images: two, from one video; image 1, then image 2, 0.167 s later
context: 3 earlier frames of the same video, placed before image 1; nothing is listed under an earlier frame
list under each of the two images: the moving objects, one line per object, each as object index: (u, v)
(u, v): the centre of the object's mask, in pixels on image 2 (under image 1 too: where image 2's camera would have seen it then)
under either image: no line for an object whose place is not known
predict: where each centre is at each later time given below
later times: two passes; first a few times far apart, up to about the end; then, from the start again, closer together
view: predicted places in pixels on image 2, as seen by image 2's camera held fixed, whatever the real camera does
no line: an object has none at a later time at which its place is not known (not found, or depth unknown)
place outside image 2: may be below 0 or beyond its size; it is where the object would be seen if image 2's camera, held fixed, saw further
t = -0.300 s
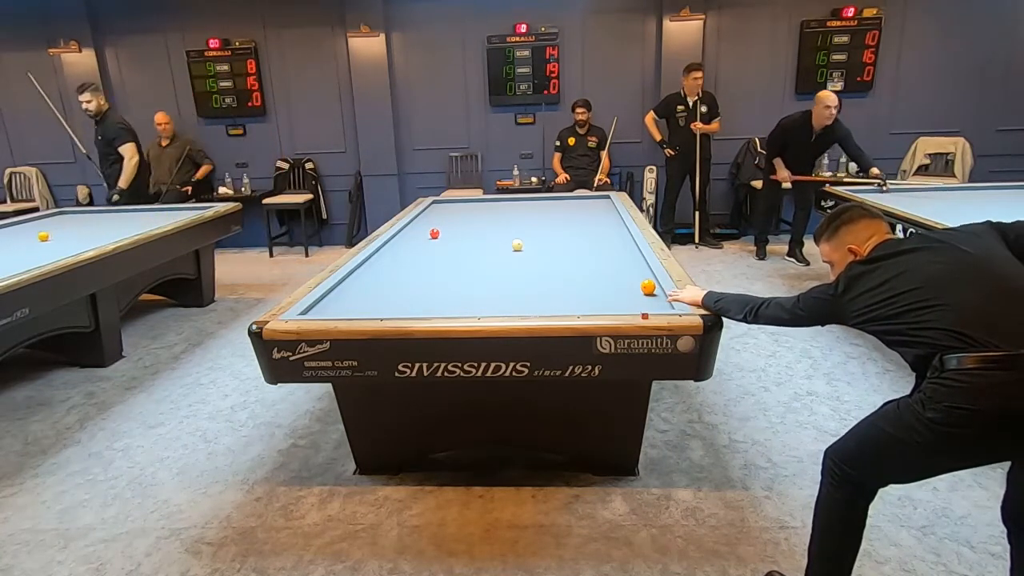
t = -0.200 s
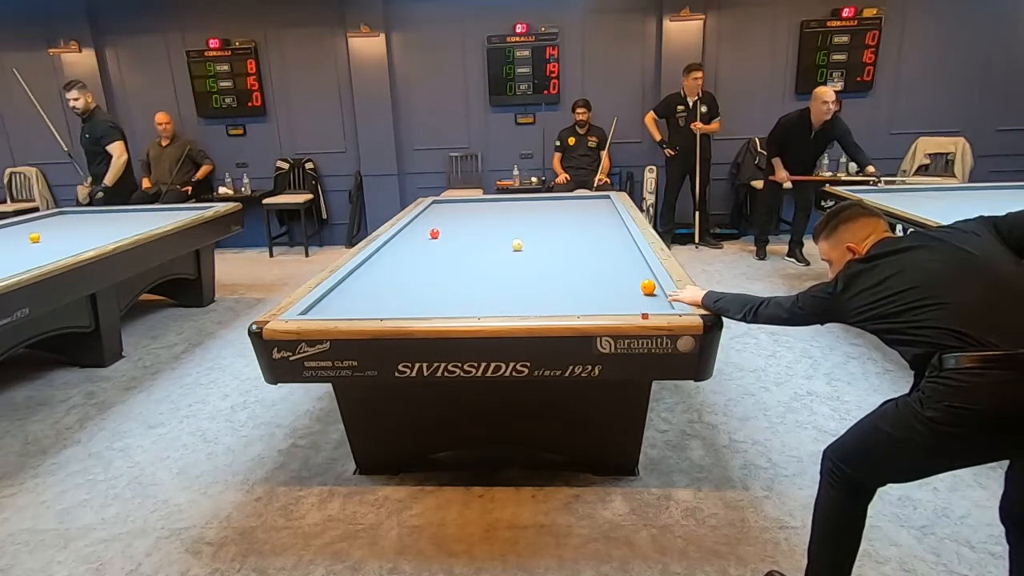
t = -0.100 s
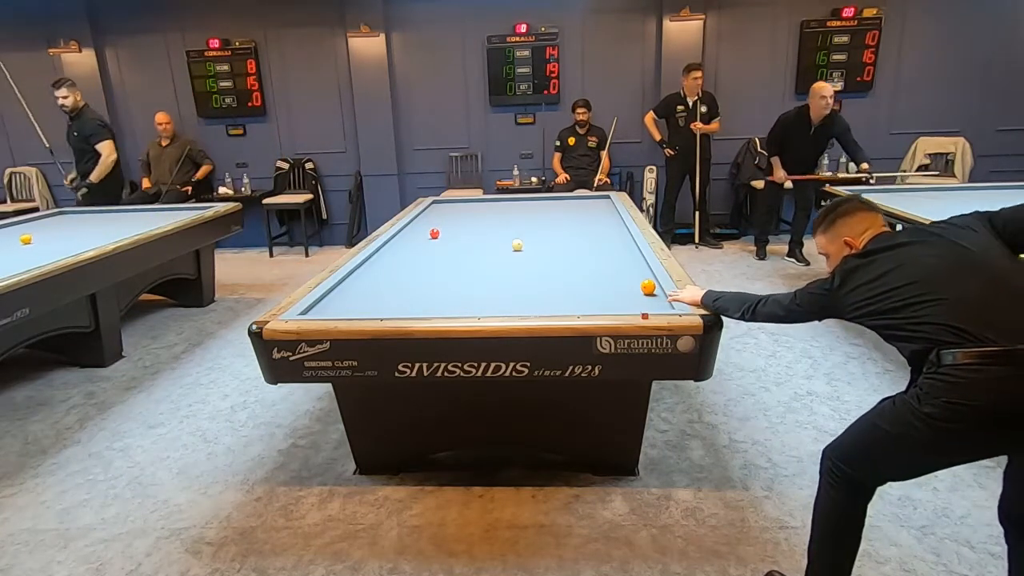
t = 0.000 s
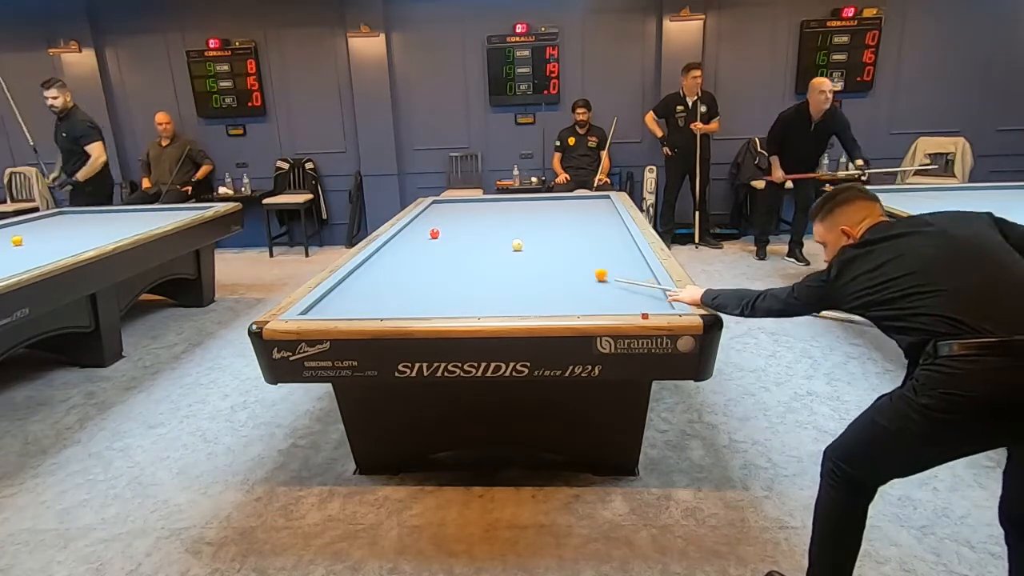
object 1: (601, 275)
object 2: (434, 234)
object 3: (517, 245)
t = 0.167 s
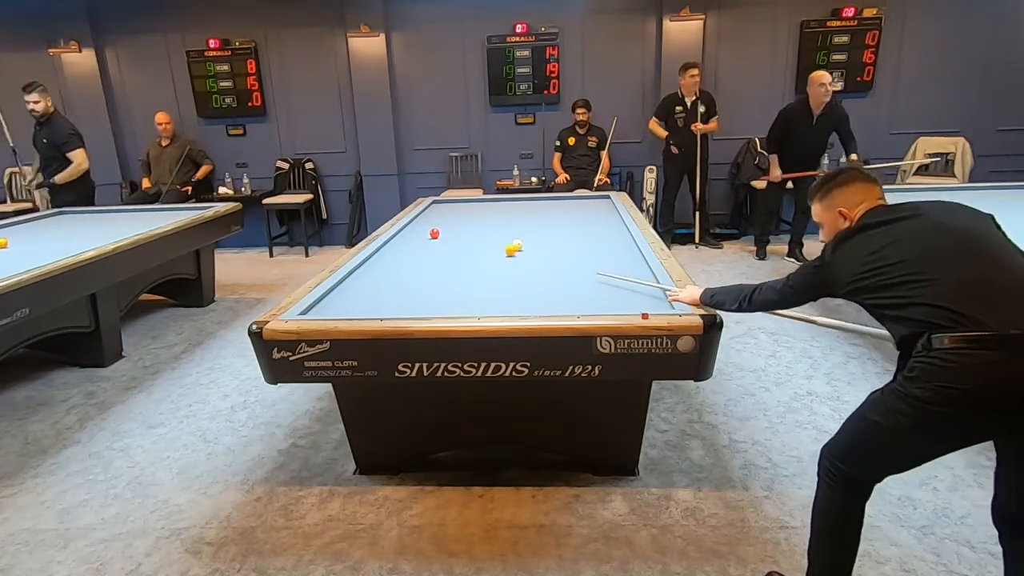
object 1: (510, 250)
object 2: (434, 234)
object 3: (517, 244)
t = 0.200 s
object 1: (496, 247)
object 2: (434, 234)
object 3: (517, 245)
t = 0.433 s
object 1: (451, 227)
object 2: (398, 234)
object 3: (517, 244)
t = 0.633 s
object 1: (458, 214)
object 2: (459, 230)
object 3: (517, 245)
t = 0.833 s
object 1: (456, 204)
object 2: (504, 227)
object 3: (517, 244)
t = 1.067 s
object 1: (431, 206)
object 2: (562, 224)
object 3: (517, 244)
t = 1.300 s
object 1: (447, 213)
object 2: (611, 221)
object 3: (517, 244)
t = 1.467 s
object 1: (459, 218)
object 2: (596, 221)
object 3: (517, 245)
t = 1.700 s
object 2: (565, 221)
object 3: (517, 245)
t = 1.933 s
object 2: (537, 221)
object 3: (517, 244)
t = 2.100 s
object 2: (518, 221)
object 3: (517, 245)
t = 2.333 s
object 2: (491, 221)
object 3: (517, 252)
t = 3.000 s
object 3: (516, 280)
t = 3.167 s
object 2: (416, 222)
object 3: (516, 287)
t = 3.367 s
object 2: (428, 222)
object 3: (516, 297)
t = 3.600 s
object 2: (442, 222)
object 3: (516, 307)
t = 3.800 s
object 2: (453, 221)
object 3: (517, 304)
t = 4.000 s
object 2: (465, 220)
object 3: (517, 299)
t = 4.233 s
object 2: (477, 220)
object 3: (518, 292)
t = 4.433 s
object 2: (487, 220)
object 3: (519, 287)
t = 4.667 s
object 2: (499, 219)
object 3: (520, 282)
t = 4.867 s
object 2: (508, 219)
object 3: (521, 277)
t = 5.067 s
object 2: (518, 218)
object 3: (521, 273)
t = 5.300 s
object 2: (529, 218)
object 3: (522, 269)
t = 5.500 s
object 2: (538, 217)
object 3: (522, 265)
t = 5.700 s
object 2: (546, 217)
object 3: (522, 262)
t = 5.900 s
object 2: (554, 217)
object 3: (523, 259)
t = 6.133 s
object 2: (564, 216)
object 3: (523, 255)
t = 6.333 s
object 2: (571, 216)
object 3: (524, 253)
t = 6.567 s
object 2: (580, 216)
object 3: (524, 250)
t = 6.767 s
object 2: (587, 216)
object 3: (524, 248)
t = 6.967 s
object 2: (593, 215)
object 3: (524, 246)
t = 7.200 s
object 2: (601, 215)
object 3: (525, 243)
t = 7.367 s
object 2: (606, 215)
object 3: (525, 242)
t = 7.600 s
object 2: (612, 215)
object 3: (525, 240)
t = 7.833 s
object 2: (614, 214)
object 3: (525, 238)
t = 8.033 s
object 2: (610, 214)
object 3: (525, 237)
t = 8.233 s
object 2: (608, 215)
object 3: (525, 236)
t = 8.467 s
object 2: (605, 214)
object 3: (525, 235)
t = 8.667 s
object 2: (603, 214)
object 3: (525, 233)
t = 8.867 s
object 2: (601, 214)
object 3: (525, 232)
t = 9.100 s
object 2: (600, 214)
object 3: (525, 231)
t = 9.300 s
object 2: (599, 214)
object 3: (525, 230)
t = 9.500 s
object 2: (598, 214)
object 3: (525, 229)
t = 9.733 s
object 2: (597, 214)
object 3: (525, 228)
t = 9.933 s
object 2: (597, 214)
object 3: (525, 228)
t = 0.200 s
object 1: (496, 247)
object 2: (434, 234)
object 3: (517, 245)
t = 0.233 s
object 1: (482, 243)
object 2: (434, 234)
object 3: (517, 244)
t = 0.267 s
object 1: (470, 240)
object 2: (434, 234)
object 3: (517, 245)
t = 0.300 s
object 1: (458, 237)
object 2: (434, 234)
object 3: (517, 244)
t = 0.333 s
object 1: (446, 234)
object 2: (433, 233)
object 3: (517, 244)
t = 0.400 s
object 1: (449, 229)
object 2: (409, 234)
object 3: (517, 244)
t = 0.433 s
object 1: (451, 227)
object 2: (398, 234)
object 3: (517, 244)
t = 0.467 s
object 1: (453, 224)
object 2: (409, 233)
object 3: (517, 244)
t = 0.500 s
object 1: (454, 222)
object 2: (420, 232)
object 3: (517, 244)
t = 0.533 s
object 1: (456, 220)
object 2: (430, 231)
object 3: (517, 245)
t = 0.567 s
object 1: (457, 218)
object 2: (440, 231)
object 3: (517, 245)
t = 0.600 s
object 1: (457, 216)
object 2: (449, 230)
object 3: (517, 245)
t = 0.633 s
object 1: (458, 214)
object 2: (459, 230)
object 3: (517, 245)
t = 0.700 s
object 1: (458, 210)
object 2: (476, 229)
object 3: (517, 244)
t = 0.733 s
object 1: (458, 209)
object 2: (480, 229)
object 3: (517, 244)
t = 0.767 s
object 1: (457, 207)
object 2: (492, 228)
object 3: (517, 245)
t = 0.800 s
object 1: (456, 205)
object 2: (500, 228)
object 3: (517, 245)
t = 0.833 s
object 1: (456, 204)
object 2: (504, 227)
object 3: (517, 244)
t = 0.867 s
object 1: (455, 202)
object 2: (516, 226)
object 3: (517, 245)
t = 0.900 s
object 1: (455, 201)
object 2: (523, 226)
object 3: (517, 244)
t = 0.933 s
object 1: (455, 201)
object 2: (527, 226)
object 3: (517, 245)
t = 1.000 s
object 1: (442, 202)
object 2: (543, 225)
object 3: (517, 244)
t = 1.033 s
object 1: (436, 204)
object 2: (551, 224)
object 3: (517, 245)
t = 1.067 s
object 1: (431, 206)
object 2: (562, 224)
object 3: (517, 244)
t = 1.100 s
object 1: (432, 206)
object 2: (566, 223)
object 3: (517, 244)
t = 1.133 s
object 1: (434, 208)
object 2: (573, 223)
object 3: (517, 245)
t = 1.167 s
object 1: (438, 209)
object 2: (585, 223)
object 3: (517, 245)
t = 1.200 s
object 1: (440, 210)
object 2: (588, 222)
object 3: (517, 245)
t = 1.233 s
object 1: (442, 211)
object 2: (596, 222)
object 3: (517, 245)
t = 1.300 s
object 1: (447, 213)
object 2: (611, 221)
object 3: (517, 244)
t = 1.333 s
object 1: (449, 214)
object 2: (619, 221)
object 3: (517, 244)
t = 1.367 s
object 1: (452, 215)
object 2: (614, 221)
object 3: (517, 245)
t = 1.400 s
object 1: (455, 216)
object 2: (608, 221)
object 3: (517, 245)
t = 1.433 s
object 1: (457, 217)
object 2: (602, 221)
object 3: (517, 245)
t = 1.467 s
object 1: (459, 218)
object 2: (596, 221)
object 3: (517, 245)
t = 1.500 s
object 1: (461, 219)
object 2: (591, 221)
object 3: (517, 245)
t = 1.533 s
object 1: (463, 220)
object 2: (586, 221)
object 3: (517, 245)
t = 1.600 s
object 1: (469, 222)
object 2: (577, 221)
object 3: (517, 245)
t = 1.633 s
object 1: (471, 223)
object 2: (573, 221)
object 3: (517, 245)
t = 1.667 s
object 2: (569, 221)
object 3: (517, 245)
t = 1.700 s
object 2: (565, 221)
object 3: (517, 245)
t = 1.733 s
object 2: (561, 221)
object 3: (517, 245)
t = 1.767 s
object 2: (557, 221)
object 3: (517, 245)
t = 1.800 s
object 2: (553, 221)
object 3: (517, 245)
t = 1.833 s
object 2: (549, 221)
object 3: (517, 245)
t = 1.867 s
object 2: (545, 221)
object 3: (517, 245)
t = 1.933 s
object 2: (537, 221)
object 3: (517, 244)
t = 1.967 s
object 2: (533, 221)
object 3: (517, 245)
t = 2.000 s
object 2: (529, 221)
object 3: (517, 245)
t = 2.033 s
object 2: (525, 221)
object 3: (517, 245)
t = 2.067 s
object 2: (521, 221)
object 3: (517, 245)
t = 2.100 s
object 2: (518, 221)
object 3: (517, 245)
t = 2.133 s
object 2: (514, 222)
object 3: (517, 245)
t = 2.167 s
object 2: (510, 221)
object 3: (517, 245)
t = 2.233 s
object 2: (503, 221)
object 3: (517, 248)
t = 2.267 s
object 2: (499, 222)
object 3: (518, 250)
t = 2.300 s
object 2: (495, 221)
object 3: (517, 251)
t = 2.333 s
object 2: (491, 221)
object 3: (517, 252)
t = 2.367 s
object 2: (488, 222)
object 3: (517, 254)
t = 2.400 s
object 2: (484, 222)
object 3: (517, 255)
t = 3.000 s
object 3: (516, 280)
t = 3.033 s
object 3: (516, 281)
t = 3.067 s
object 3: (516, 283)
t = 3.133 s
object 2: (413, 223)
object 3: (517, 285)
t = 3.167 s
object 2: (416, 222)
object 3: (516, 287)
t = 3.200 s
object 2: (418, 222)
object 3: (517, 288)
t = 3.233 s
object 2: (420, 222)
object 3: (516, 290)
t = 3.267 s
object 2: (422, 222)
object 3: (517, 292)
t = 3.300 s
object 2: (423, 222)
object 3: (516, 294)
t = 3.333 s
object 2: (426, 222)
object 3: (516, 295)
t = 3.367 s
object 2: (428, 222)
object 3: (516, 297)
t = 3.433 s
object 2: (432, 222)
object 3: (516, 301)
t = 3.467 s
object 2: (434, 222)
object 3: (516, 302)
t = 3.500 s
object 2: (436, 222)
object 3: (516, 304)
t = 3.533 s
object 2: (438, 222)
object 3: (516, 305)
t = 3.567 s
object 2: (440, 222)
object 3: (516, 306)
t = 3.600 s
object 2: (442, 222)
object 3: (516, 307)
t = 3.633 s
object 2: (444, 222)
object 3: (516, 308)
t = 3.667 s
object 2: (445, 221)
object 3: (516, 308)
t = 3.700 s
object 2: (447, 221)
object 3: (516, 307)
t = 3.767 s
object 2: (451, 221)
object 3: (516, 305)
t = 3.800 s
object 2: (453, 221)
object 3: (517, 304)
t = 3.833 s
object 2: (455, 221)
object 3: (517, 304)
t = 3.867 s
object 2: (457, 221)
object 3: (517, 303)
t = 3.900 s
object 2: (459, 221)
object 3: (517, 302)
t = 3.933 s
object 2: (461, 221)
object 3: (517, 301)
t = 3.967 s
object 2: (462, 220)
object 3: (517, 300)
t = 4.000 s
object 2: (465, 220)
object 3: (517, 299)
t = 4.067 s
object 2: (468, 220)
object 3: (518, 297)
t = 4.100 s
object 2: (470, 220)
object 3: (518, 296)
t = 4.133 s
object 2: (472, 220)
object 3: (518, 295)
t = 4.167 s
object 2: (473, 220)
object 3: (518, 294)
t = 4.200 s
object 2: (475, 220)
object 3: (518, 293)
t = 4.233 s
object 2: (477, 220)
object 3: (518, 292)
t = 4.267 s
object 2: (479, 220)
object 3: (518, 291)
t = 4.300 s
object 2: (480, 220)
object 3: (519, 290)
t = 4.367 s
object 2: (484, 220)
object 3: (519, 289)
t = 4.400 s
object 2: (485, 220)
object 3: (519, 288)
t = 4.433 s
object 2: (487, 220)
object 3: (519, 287)
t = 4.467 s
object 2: (489, 220)
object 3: (519, 286)
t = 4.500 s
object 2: (491, 219)
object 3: (519, 285)
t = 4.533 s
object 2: (492, 219)
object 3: (520, 285)
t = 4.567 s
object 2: (494, 219)
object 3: (519, 284)
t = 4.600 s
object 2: (495, 219)
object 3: (520, 283)
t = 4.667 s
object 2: (499, 219)
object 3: (520, 282)
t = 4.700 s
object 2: (500, 219)
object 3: (520, 281)
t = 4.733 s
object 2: (502, 219)
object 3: (520, 280)
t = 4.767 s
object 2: (504, 219)
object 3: (520, 279)
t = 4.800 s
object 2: (505, 219)
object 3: (521, 278)
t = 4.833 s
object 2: (507, 219)
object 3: (521, 278)
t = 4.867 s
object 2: (508, 219)
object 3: (521, 277)
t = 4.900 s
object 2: (510, 219)
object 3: (520, 276)
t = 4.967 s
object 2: (513, 219)
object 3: (521, 275)
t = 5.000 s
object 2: (515, 218)
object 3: (521, 274)
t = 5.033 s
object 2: (516, 218)
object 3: (521, 273)
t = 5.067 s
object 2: (518, 218)
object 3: (521, 273)
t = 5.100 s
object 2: (520, 218)
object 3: (521, 272)
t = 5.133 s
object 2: (521, 218)
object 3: (521, 272)
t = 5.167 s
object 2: (522, 218)
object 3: (521, 271)
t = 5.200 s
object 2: (524, 218)
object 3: (522, 270)
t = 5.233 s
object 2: (525, 218)
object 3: (522, 270)
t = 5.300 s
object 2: (529, 218)
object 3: (522, 269)
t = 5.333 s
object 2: (530, 218)
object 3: (522, 268)
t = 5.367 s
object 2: (532, 218)
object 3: (522, 267)
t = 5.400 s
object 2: (533, 218)
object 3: (522, 267)
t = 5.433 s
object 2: (534, 218)
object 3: (522, 266)
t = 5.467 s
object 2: (536, 218)
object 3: (522, 266)
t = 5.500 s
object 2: (538, 217)
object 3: (522, 265)
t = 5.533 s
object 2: (539, 217)
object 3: (522, 264)
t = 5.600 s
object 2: (542, 217)
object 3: (522, 263)
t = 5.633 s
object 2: (543, 217)
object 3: (522, 263)
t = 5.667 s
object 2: (545, 217)
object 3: (522, 262)
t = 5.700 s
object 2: (546, 217)
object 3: (522, 262)
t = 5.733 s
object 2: (547, 217)
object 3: (522, 262)
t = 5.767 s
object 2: (549, 217)
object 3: (523, 261)
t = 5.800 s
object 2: (550, 217)
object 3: (522, 261)
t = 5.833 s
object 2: (552, 217)
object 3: (523, 260)
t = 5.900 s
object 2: (554, 217)
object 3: (523, 259)
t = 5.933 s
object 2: (556, 217)
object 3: (523, 258)
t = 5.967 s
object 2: (557, 217)
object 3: (523, 258)
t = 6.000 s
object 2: (558, 217)
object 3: (523, 257)
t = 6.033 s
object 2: (560, 217)
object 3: (523, 257)
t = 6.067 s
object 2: (561, 216)
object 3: (523, 256)
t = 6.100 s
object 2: (562, 216)
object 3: (523, 256)
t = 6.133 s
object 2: (564, 216)
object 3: (523, 255)
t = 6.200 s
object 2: (566, 216)
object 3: (523, 255)
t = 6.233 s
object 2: (567, 216)
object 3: (523, 254)
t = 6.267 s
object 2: (569, 216)
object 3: (523, 254)
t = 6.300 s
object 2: (570, 216)
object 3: (524, 253)
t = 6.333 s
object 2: (571, 216)
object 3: (524, 253)
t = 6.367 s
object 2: (572, 216)
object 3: (524, 252)
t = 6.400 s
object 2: (574, 216)
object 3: (524, 252)
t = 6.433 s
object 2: (575, 216)
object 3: (524, 252)
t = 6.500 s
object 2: (577, 216)
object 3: (524, 251)
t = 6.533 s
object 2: (579, 216)
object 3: (524, 250)
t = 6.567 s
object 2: (580, 216)
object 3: (524, 250)
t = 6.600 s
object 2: (581, 216)
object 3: (524, 250)
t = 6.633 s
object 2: (582, 216)
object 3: (524, 249)
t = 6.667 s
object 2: (583, 216)
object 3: (524, 249)
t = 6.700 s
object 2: (584, 216)
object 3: (524, 248)
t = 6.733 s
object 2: (586, 216)
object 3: (524, 248)
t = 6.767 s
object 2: (587, 216)
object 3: (524, 248)
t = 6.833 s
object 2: (589, 216)
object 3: (524, 247)
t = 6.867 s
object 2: (590, 215)
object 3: (524, 247)
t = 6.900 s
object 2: (591, 215)
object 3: (524, 246)
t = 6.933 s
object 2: (592, 216)
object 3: (524, 246)
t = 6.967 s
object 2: (593, 215)
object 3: (524, 246)
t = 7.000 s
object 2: (594, 215)
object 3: (524, 245)
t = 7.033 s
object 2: (595, 215)
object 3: (524, 245)
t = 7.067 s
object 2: (597, 215)
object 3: (524, 245)
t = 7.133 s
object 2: (599, 215)
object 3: (524, 244)
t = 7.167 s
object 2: (600, 215)
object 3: (524, 244)
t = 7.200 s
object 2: (601, 215)
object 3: (525, 243)
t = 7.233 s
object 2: (602, 215)
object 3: (525, 243)
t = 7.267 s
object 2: (603, 215)
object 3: (525, 243)
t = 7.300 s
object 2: (604, 215)
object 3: (525, 242)
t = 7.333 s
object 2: (605, 215)
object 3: (525, 242)
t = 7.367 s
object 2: (606, 215)
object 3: (525, 242)
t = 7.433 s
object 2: (608, 215)
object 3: (525, 241)
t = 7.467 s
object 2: (609, 215)
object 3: (525, 241)
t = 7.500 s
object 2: (609, 215)
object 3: (525, 241)
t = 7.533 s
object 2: (610, 215)
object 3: (525, 240)
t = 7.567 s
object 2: (611, 214)
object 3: (525, 240)
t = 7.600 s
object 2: (612, 215)
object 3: (525, 240)
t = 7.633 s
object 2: (613, 215)
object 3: (525, 239)
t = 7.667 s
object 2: (615, 214)
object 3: (525, 239)
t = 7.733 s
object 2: (615, 214)
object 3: (525, 239)
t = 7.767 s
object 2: (615, 215)
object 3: (525, 239)
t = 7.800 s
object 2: (614, 214)
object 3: (525, 238)
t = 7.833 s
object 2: (614, 214)
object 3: (525, 238)
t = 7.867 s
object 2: (613, 214)
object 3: (525, 238)
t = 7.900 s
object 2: (613, 214)
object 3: (525, 237)
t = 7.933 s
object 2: (612, 214)
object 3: (525, 237)
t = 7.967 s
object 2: (612, 214)
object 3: (525, 237)
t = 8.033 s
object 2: (610, 214)
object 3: (525, 237)
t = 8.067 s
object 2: (610, 214)
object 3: (525, 237)
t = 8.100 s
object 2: (609, 215)
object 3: (525, 236)
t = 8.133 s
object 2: (609, 215)
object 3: (525, 236)
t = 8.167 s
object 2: (609, 215)
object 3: (525, 236)
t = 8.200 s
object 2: (608, 215)
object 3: (525, 236)
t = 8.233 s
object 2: (608, 215)
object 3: (525, 236)
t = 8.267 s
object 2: (608, 214)
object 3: (525, 236)
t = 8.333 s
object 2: (607, 215)
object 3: (525, 235)
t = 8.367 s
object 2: (606, 214)
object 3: (525, 235)
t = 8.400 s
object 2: (606, 214)
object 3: (525, 235)
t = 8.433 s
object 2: (605, 214)
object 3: (525, 235)
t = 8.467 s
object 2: (605, 214)
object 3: (525, 235)
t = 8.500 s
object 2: (605, 214)
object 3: (525, 234)
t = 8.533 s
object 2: (604, 214)
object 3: (525, 234)
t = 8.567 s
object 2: (604, 215)
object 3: (525, 234)
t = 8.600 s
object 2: (604, 214)
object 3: (525, 233)
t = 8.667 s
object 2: (603, 214)
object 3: (525, 233)
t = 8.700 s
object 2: (603, 214)
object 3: (525, 233)
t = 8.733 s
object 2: (602, 214)
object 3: (525, 233)
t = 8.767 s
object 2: (602, 214)
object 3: (525, 232)
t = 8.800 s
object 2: (602, 214)
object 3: (525, 232)
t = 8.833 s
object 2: (602, 214)
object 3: (525, 232)
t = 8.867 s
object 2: (601, 214)
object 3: (525, 232)
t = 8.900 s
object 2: (601, 214)
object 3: (525, 232)
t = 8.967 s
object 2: (601, 214)
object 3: (525, 231)
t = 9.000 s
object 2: (600, 214)
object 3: (525, 231)
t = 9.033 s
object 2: (600, 214)
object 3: (525, 231)
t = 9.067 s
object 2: (600, 214)
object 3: (525, 231)
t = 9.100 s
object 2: (600, 214)
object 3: (525, 231)
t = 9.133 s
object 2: (600, 214)
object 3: (525, 231)
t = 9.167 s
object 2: (599, 214)
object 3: (525, 231)
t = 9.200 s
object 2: (599, 214)
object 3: (525, 230)
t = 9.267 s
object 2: (599, 214)
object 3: (525, 230)
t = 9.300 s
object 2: (599, 214)
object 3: (525, 230)
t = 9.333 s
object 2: (598, 214)
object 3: (525, 230)
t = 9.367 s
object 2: (598, 214)
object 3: (525, 229)
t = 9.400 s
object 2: (598, 214)
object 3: (525, 229)
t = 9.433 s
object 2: (598, 214)
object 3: (525, 229)
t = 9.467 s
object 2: (598, 214)
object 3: (525, 229)
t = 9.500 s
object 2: (598, 214)
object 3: (525, 229)
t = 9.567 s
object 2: (597, 214)
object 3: (525, 229)
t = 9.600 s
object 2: (597, 214)
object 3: (525, 229)
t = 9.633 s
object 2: (597, 214)
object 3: (525, 229)
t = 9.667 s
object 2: (597, 214)
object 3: (525, 228)
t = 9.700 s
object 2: (597, 214)
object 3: (525, 228)
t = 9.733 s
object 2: (597, 214)
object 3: (525, 228)
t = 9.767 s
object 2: (597, 214)
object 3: (525, 228)
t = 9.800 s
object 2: (597, 214)
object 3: (525, 228)
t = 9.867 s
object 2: (597, 214)
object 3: (525, 228)
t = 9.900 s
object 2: (597, 214)
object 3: (525, 228)
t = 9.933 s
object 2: (597, 214)
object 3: (525, 228)
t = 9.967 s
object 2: (597, 214)
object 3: (525, 227)
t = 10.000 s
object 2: (597, 214)
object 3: (525, 227)
